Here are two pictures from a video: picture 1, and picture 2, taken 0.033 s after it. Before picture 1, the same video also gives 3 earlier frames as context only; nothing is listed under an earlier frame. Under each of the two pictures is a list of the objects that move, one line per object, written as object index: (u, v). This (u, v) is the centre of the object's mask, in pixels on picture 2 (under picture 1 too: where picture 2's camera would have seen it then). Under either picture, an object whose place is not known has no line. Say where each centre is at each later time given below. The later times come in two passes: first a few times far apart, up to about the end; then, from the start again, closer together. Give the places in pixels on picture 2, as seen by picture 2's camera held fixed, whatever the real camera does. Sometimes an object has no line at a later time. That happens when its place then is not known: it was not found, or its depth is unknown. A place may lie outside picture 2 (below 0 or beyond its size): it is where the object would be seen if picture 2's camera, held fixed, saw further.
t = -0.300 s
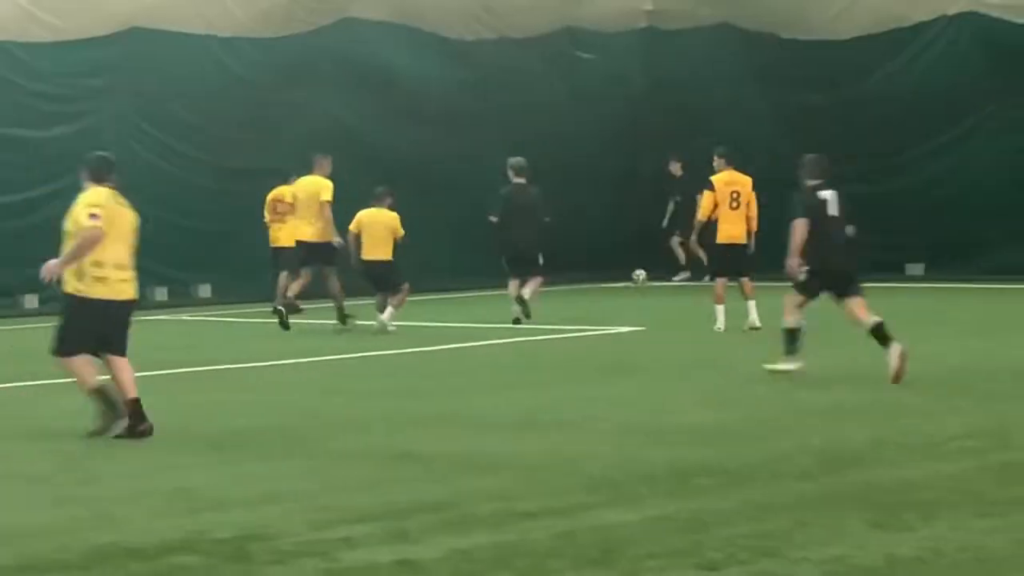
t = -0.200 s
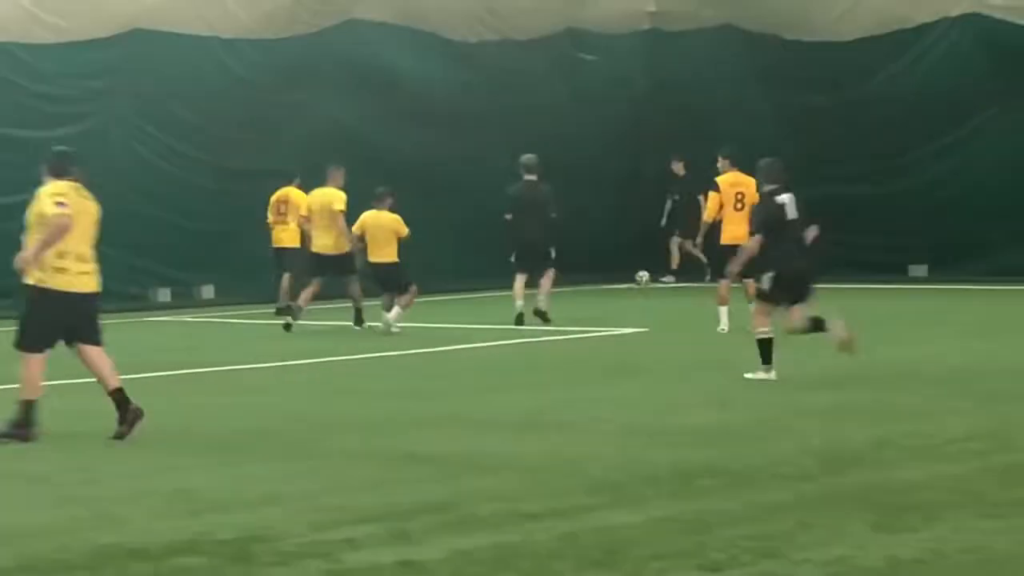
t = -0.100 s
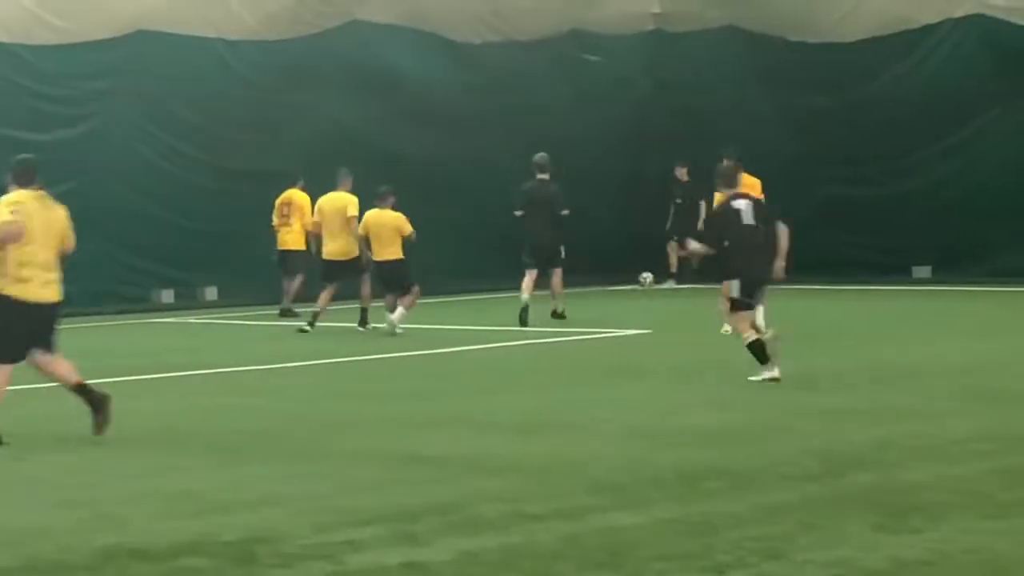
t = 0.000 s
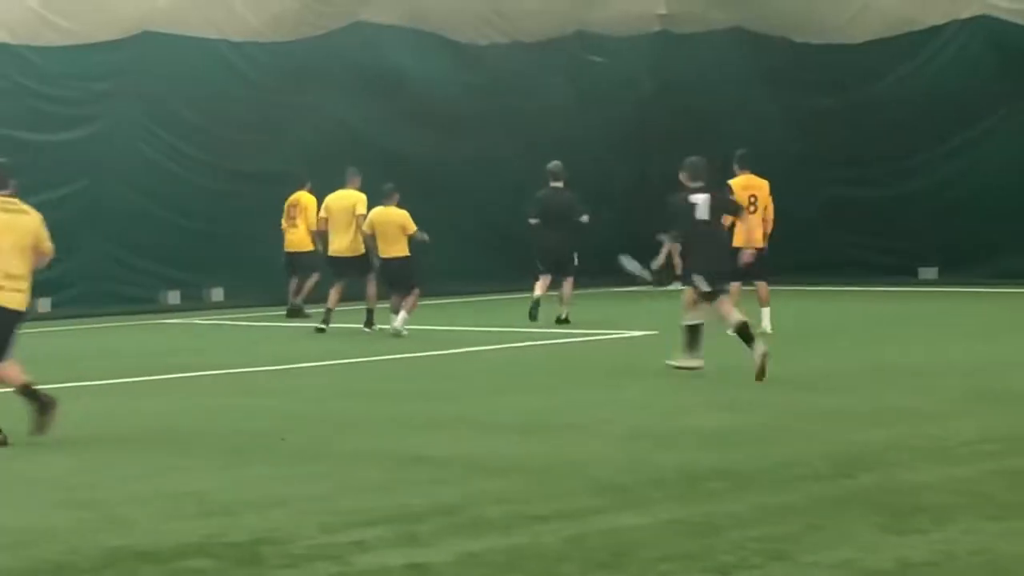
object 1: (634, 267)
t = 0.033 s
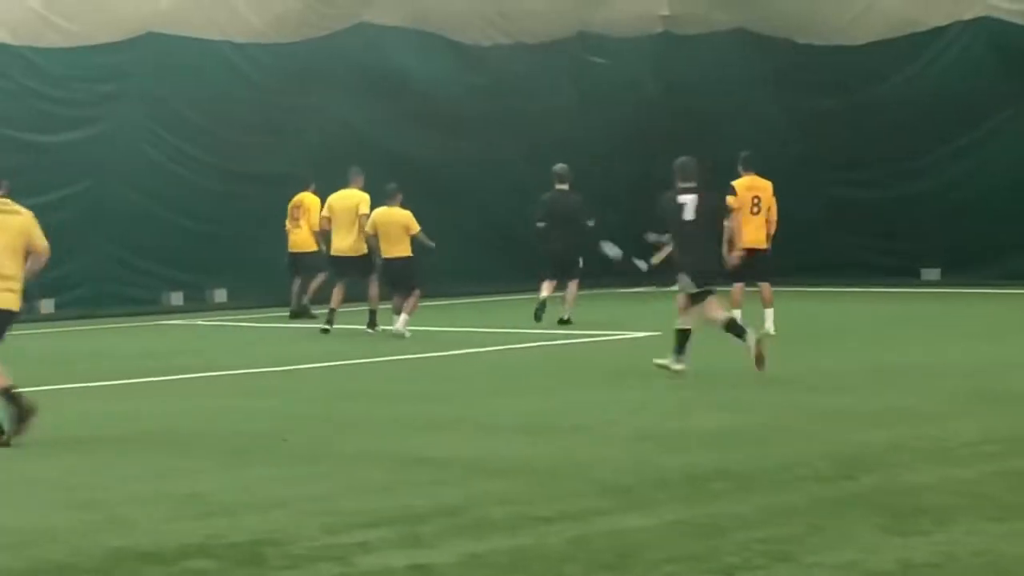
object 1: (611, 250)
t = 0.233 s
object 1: (484, 172)
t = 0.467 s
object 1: (336, 106)
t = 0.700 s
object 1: (190, 71)
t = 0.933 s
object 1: (26, 74)
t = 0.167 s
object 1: (526, 196)
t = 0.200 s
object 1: (505, 183)
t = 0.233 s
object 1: (484, 172)
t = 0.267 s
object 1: (463, 161)
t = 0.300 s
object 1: (443, 150)
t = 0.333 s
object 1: (422, 140)
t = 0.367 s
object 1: (400, 131)
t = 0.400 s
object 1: (378, 121)
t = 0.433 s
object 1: (356, 113)
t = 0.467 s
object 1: (336, 106)
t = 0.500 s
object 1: (315, 99)
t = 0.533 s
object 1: (294, 93)
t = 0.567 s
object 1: (275, 87)
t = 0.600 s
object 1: (255, 82)
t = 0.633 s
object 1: (234, 77)
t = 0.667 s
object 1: (212, 74)
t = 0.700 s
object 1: (190, 71)
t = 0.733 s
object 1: (169, 69)
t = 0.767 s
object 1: (146, 67)
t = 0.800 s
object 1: (123, 67)
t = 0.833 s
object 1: (99, 67)
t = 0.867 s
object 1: (76, 69)
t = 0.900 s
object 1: (51, 71)
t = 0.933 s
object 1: (26, 74)
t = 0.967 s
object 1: (1, 78)
